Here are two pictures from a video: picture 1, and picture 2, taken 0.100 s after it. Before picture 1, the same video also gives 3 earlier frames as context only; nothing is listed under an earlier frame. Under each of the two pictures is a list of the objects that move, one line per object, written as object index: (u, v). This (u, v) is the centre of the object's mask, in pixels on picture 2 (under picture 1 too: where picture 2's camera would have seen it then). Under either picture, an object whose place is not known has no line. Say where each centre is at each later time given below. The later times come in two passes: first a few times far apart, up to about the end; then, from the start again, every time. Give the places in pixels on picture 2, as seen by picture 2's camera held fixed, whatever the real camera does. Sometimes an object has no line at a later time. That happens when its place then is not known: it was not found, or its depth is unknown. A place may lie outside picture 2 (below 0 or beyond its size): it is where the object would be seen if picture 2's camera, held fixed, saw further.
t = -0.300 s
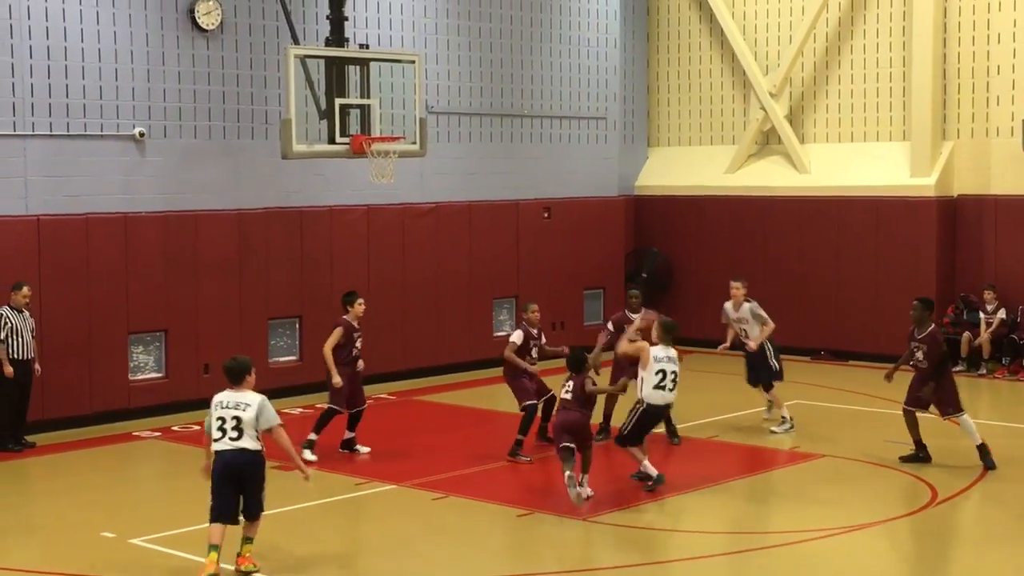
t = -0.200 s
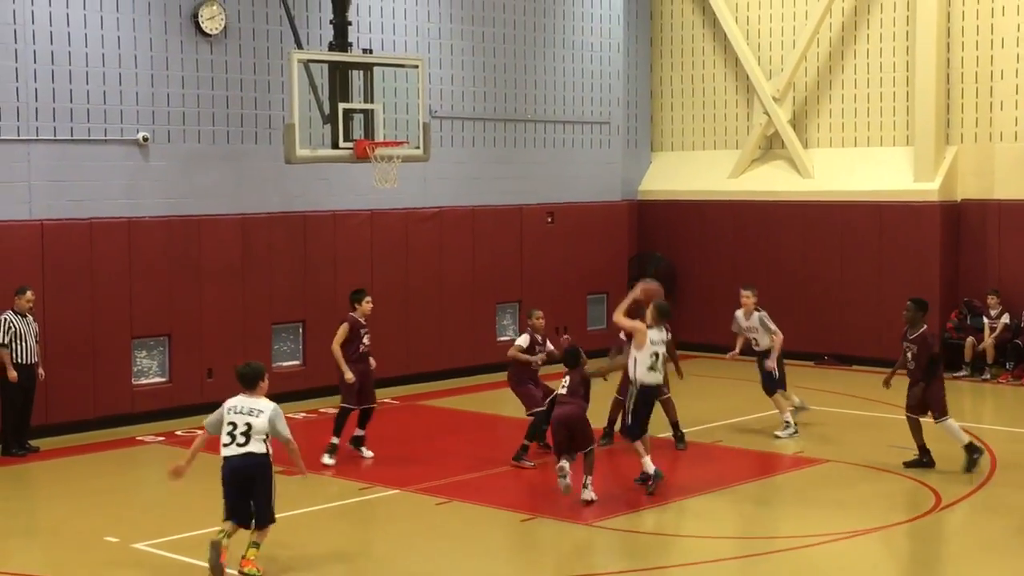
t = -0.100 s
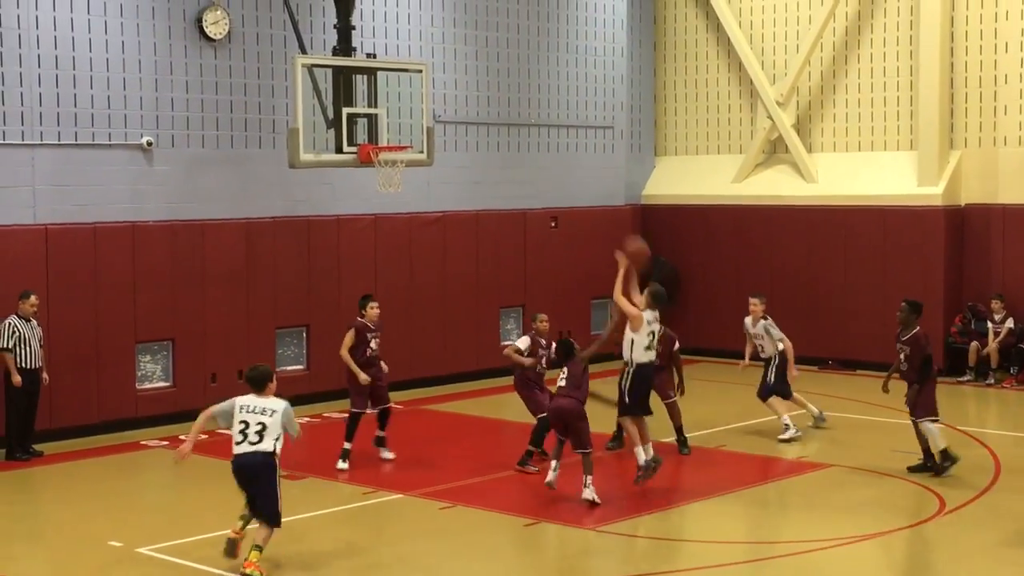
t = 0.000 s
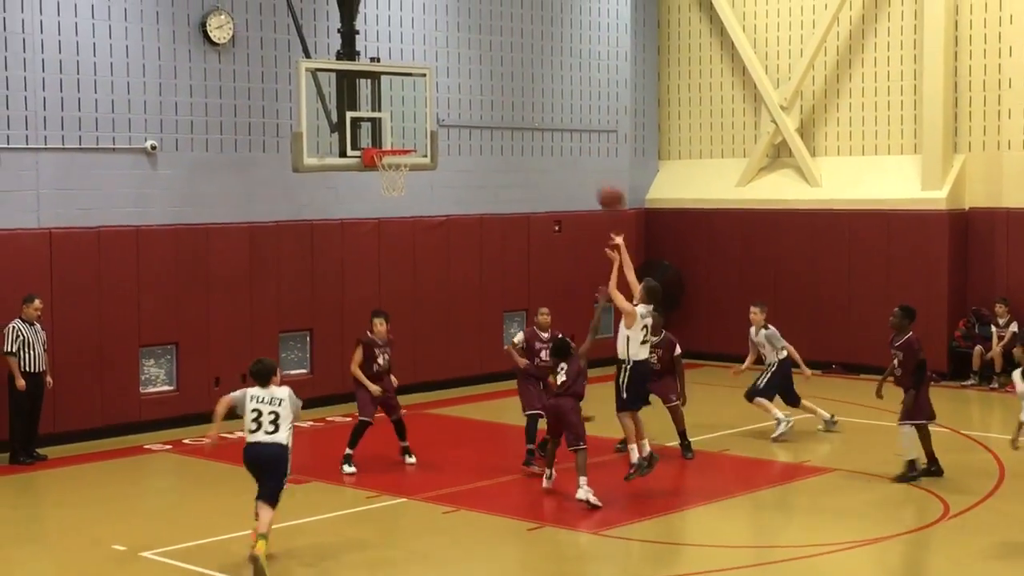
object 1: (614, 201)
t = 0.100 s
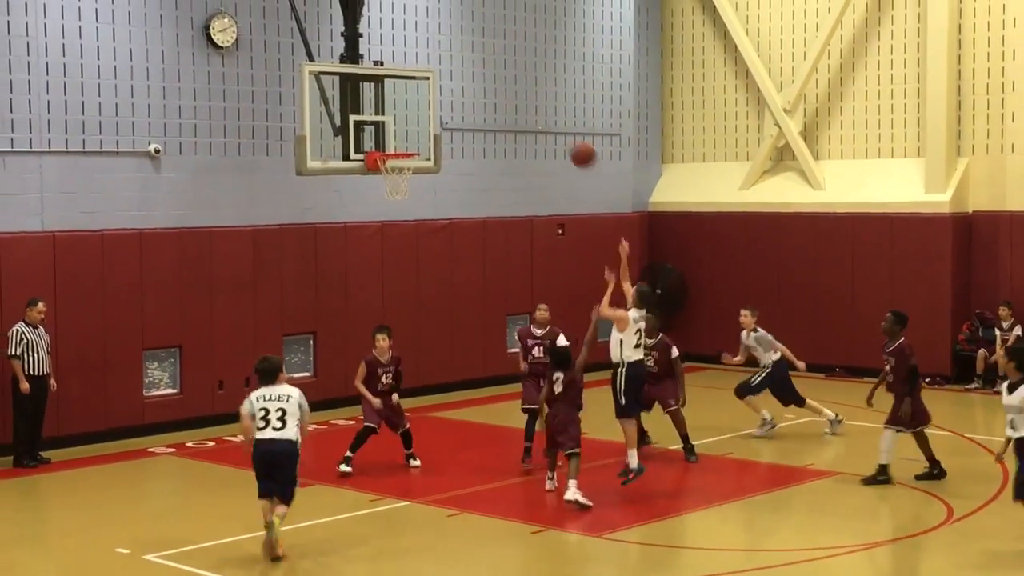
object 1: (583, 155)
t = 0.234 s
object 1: (542, 111)
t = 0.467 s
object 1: (478, 81)
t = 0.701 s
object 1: (421, 106)
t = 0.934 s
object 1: (397, 123)
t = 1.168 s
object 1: (422, 88)
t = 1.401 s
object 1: (449, 107)
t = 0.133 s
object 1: (573, 142)
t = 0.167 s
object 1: (562, 130)
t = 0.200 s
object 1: (552, 120)
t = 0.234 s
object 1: (542, 111)
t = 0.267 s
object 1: (533, 103)
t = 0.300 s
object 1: (524, 96)
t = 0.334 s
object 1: (514, 91)
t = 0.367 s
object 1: (505, 86)
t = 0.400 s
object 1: (496, 83)
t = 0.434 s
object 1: (487, 82)
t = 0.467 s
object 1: (478, 81)
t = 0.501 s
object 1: (470, 81)
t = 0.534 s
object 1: (461, 83)
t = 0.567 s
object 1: (453, 85)
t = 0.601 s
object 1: (445, 89)
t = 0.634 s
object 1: (437, 94)
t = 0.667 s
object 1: (429, 100)
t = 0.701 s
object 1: (421, 106)
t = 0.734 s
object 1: (414, 114)
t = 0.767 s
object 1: (406, 122)
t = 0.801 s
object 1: (399, 132)
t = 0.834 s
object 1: (392, 141)
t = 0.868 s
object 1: (391, 142)
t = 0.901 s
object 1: (394, 132)
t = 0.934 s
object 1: (397, 123)
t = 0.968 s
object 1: (400, 115)
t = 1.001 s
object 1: (404, 108)
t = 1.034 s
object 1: (407, 102)
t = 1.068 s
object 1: (411, 97)
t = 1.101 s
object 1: (414, 93)
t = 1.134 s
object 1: (418, 90)
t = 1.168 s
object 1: (422, 88)
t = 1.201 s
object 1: (426, 88)
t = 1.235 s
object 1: (429, 88)
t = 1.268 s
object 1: (433, 89)
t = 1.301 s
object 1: (437, 92)
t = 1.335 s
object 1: (441, 96)
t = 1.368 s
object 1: (445, 101)
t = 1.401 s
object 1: (449, 107)
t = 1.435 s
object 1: (454, 114)
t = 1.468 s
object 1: (457, 122)
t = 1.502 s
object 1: (462, 133)
